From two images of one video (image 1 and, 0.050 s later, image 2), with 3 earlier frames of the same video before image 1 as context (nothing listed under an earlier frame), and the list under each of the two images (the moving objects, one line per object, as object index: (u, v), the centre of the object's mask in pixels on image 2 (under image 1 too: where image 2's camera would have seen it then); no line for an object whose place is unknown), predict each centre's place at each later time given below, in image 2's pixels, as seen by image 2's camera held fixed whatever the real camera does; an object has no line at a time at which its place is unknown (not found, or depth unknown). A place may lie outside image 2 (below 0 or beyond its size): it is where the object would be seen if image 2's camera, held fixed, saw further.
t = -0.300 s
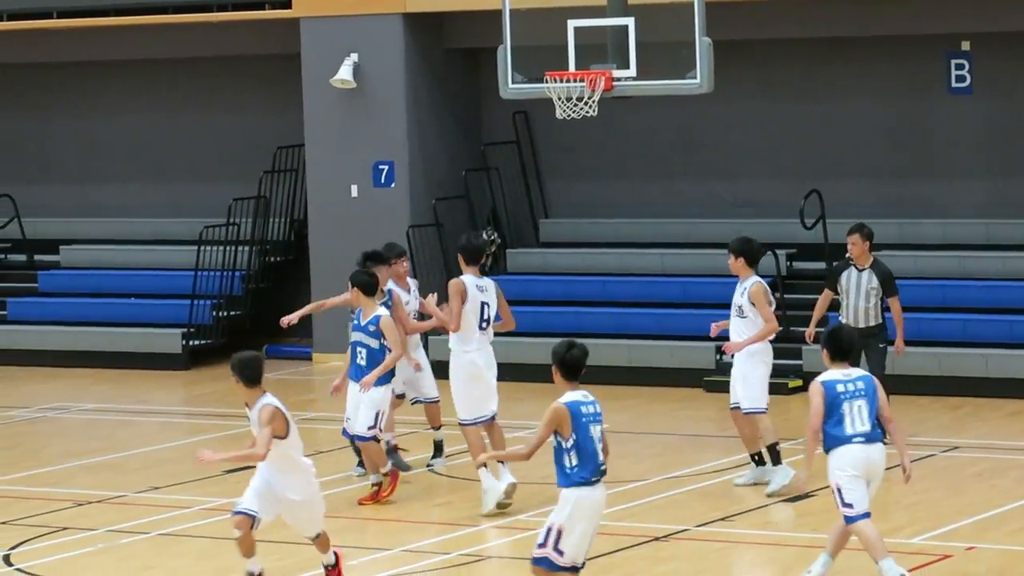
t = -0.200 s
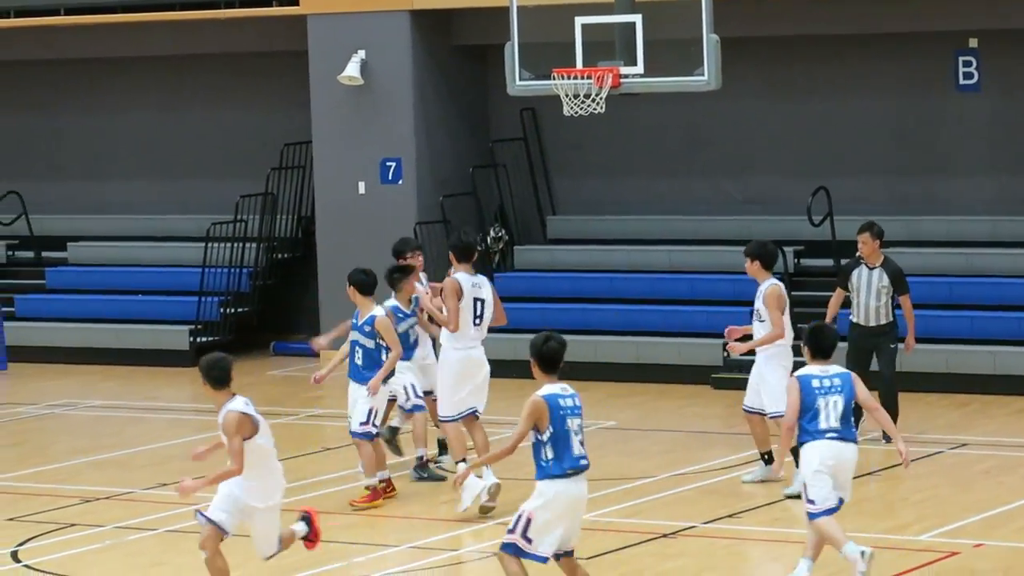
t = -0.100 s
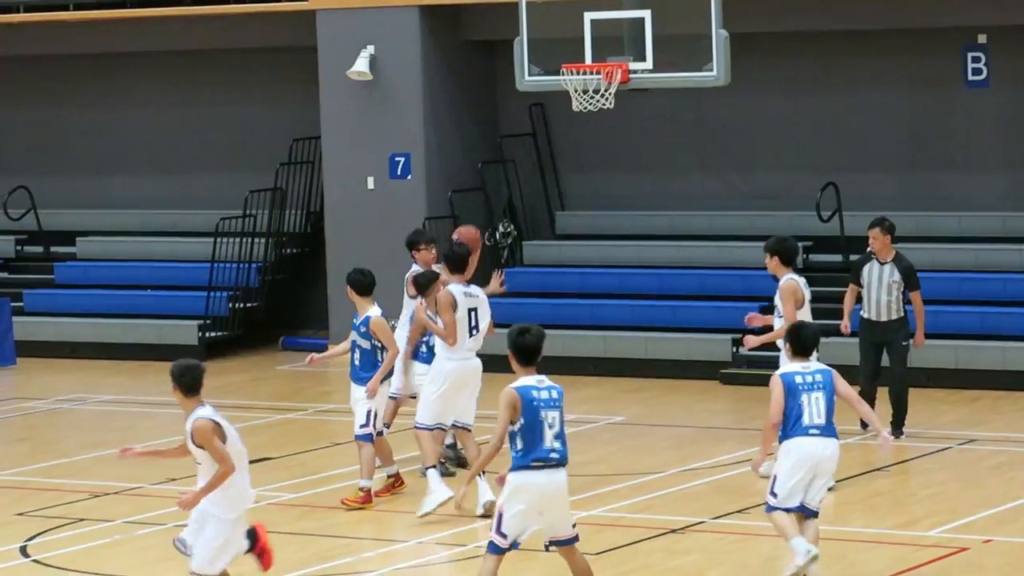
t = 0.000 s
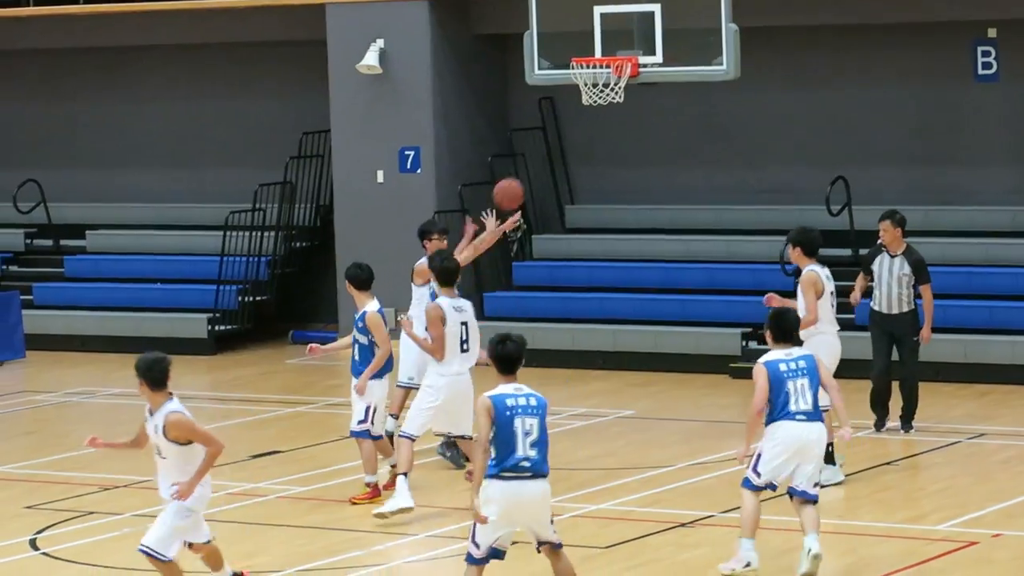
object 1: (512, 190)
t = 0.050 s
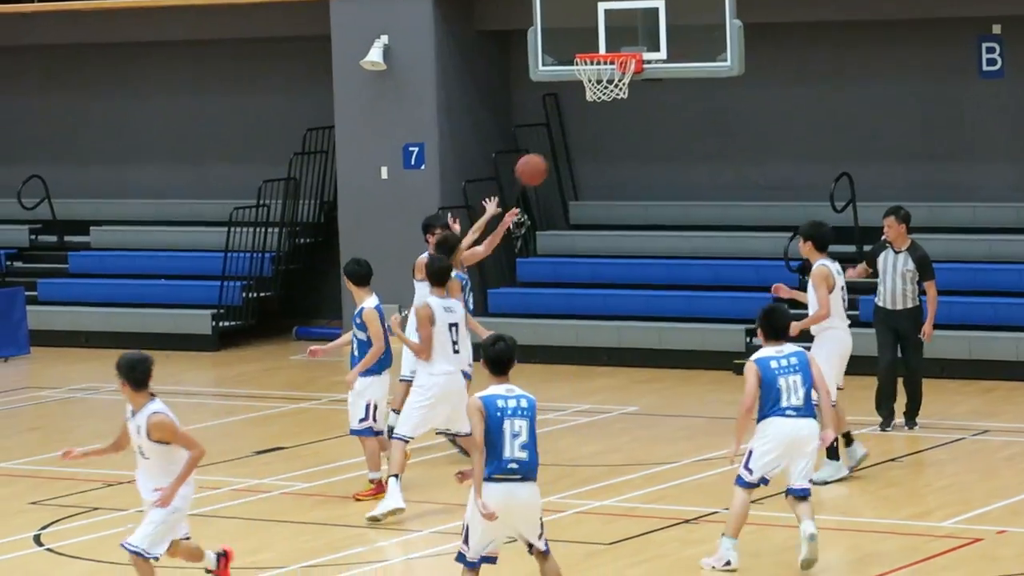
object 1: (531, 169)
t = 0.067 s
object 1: (538, 163)
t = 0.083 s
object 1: (543, 157)
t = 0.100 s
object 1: (549, 152)
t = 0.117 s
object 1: (556, 147)
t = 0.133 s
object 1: (562, 142)
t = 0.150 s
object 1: (569, 138)
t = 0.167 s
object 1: (575, 133)
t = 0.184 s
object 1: (581, 129)
